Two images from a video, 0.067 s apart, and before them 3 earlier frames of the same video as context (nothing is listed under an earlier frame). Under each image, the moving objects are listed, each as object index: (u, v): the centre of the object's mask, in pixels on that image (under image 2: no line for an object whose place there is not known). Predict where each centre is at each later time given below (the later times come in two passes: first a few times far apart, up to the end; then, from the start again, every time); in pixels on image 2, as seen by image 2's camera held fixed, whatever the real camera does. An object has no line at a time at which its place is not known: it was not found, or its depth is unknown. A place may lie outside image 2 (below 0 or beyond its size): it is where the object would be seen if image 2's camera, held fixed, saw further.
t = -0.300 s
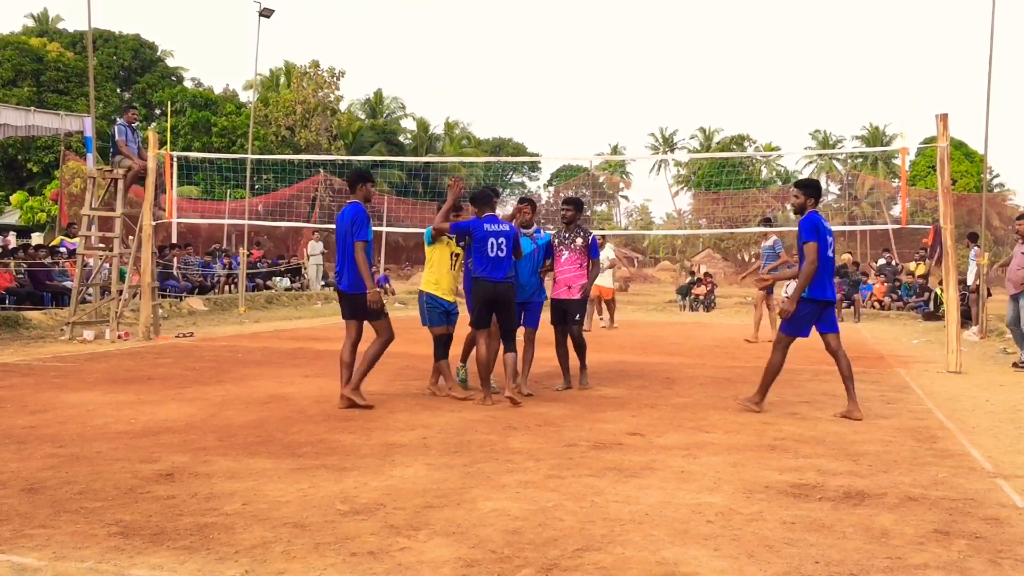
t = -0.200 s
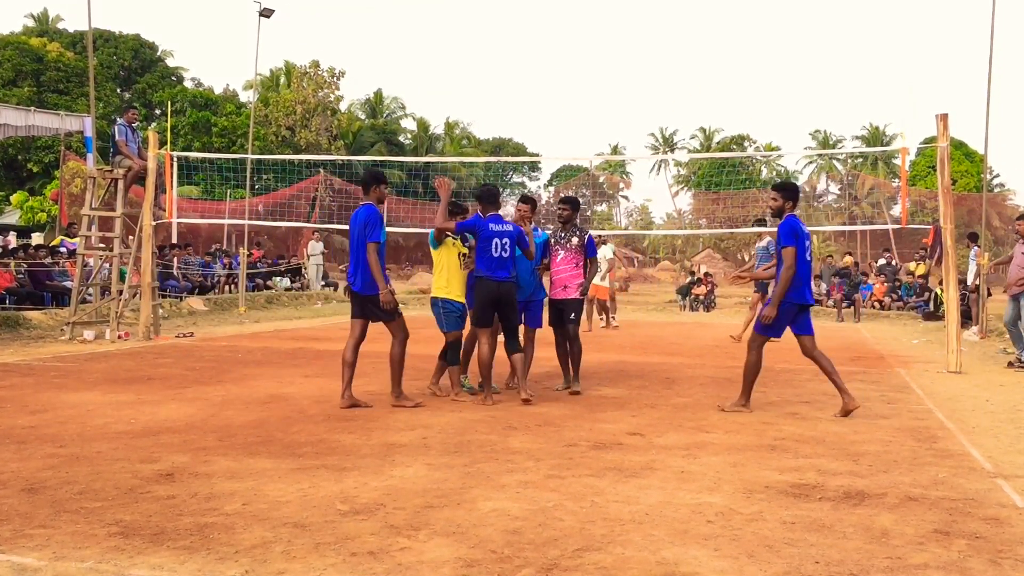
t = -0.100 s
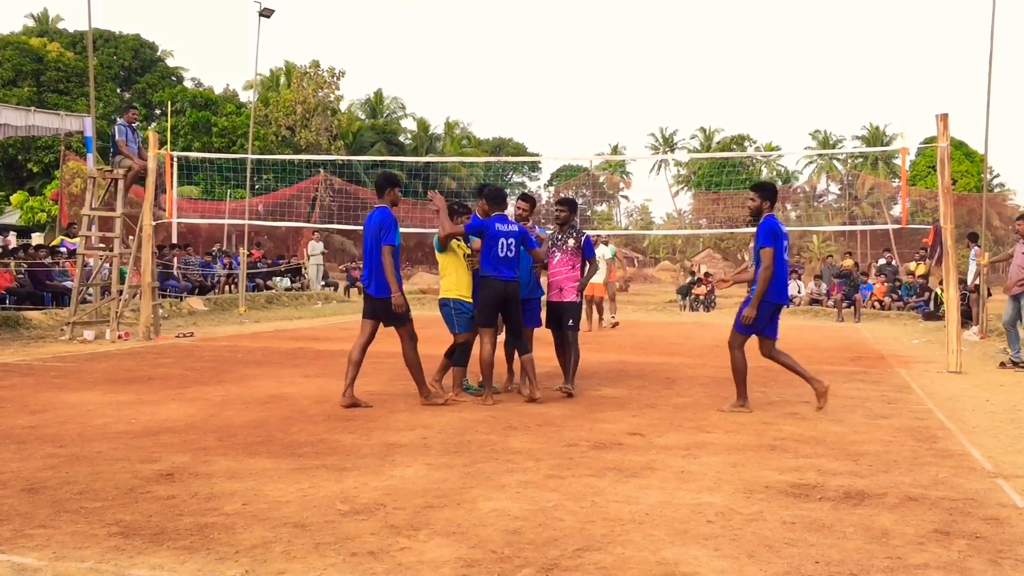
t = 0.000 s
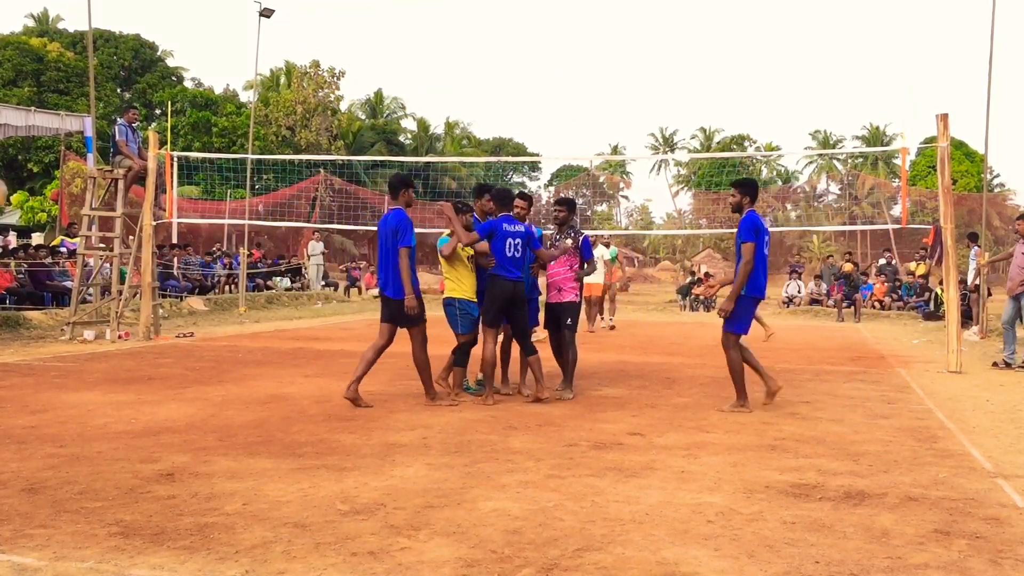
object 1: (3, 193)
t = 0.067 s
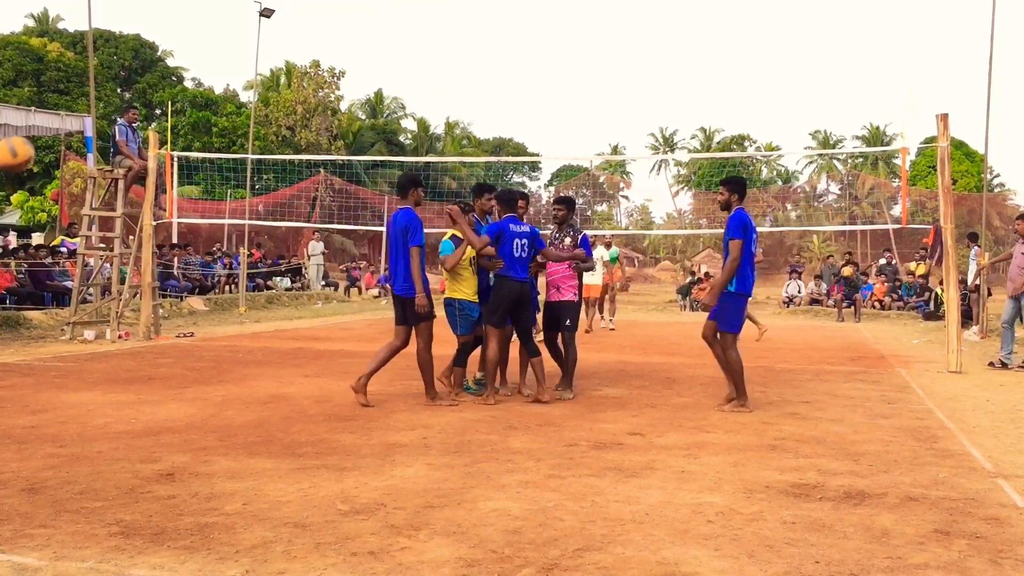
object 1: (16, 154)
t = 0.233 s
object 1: (80, 91)
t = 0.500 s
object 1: (177, 85)
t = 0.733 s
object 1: (250, 161)
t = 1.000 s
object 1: (321, 322)
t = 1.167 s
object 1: (363, 345)
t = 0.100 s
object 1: (28, 138)
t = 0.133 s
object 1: (42, 123)
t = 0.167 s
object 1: (56, 110)
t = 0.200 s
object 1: (68, 100)
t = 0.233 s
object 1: (80, 91)
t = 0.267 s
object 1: (93, 84)
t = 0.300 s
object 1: (106, 79)
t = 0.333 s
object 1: (118, 76)
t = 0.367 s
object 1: (131, 76)
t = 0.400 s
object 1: (142, 76)
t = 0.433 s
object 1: (154, 77)
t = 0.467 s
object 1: (165, 80)
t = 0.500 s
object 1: (177, 85)
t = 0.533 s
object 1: (188, 92)
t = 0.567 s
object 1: (199, 100)
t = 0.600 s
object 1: (209, 110)
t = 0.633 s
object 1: (220, 121)
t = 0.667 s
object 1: (230, 132)
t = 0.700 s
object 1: (240, 146)
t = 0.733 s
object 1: (250, 161)
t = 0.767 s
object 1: (260, 177)
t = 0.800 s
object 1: (269, 193)
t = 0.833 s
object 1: (278, 212)
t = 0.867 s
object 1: (286, 233)
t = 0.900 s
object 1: (294, 252)
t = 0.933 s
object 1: (303, 275)
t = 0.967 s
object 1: (312, 298)
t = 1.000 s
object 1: (321, 322)
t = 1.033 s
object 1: (328, 348)
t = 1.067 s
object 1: (335, 374)
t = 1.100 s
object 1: (343, 390)
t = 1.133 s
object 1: (353, 366)
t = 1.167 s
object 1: (363, 345)
